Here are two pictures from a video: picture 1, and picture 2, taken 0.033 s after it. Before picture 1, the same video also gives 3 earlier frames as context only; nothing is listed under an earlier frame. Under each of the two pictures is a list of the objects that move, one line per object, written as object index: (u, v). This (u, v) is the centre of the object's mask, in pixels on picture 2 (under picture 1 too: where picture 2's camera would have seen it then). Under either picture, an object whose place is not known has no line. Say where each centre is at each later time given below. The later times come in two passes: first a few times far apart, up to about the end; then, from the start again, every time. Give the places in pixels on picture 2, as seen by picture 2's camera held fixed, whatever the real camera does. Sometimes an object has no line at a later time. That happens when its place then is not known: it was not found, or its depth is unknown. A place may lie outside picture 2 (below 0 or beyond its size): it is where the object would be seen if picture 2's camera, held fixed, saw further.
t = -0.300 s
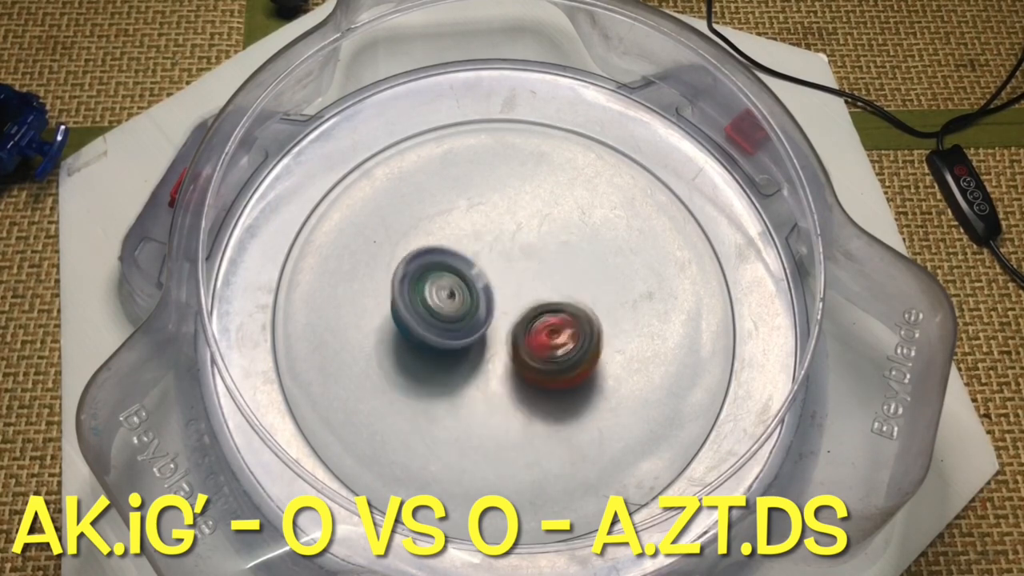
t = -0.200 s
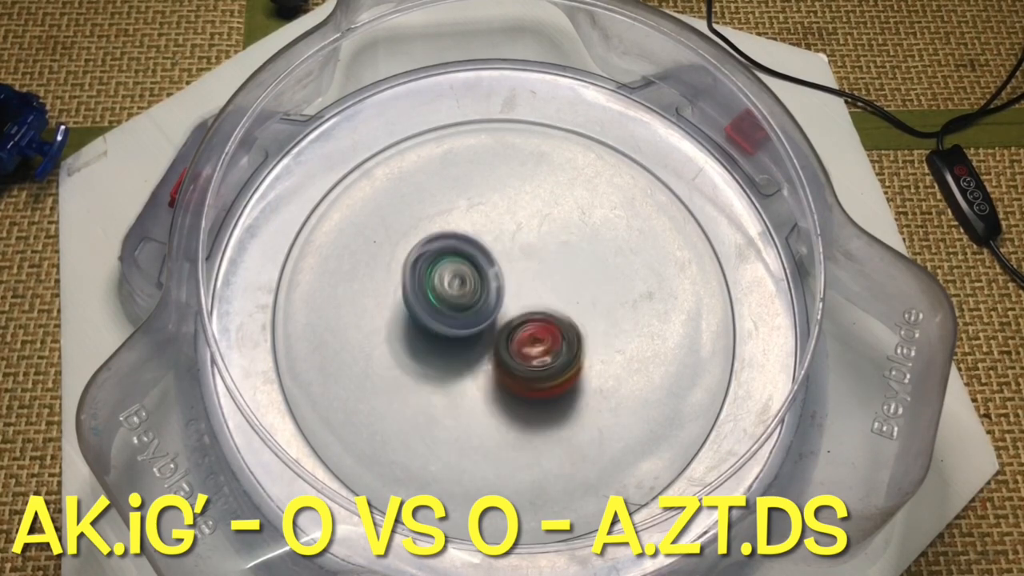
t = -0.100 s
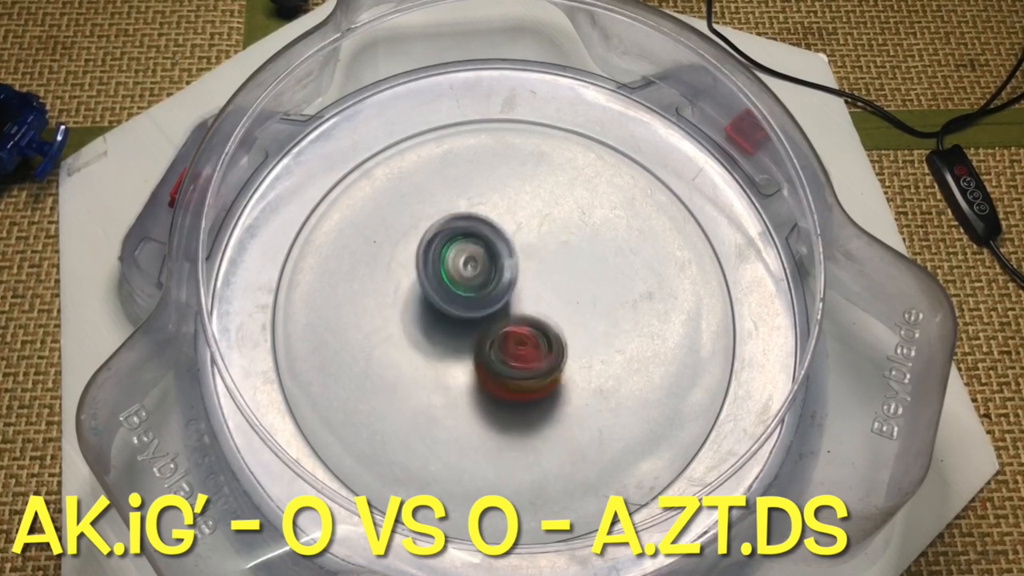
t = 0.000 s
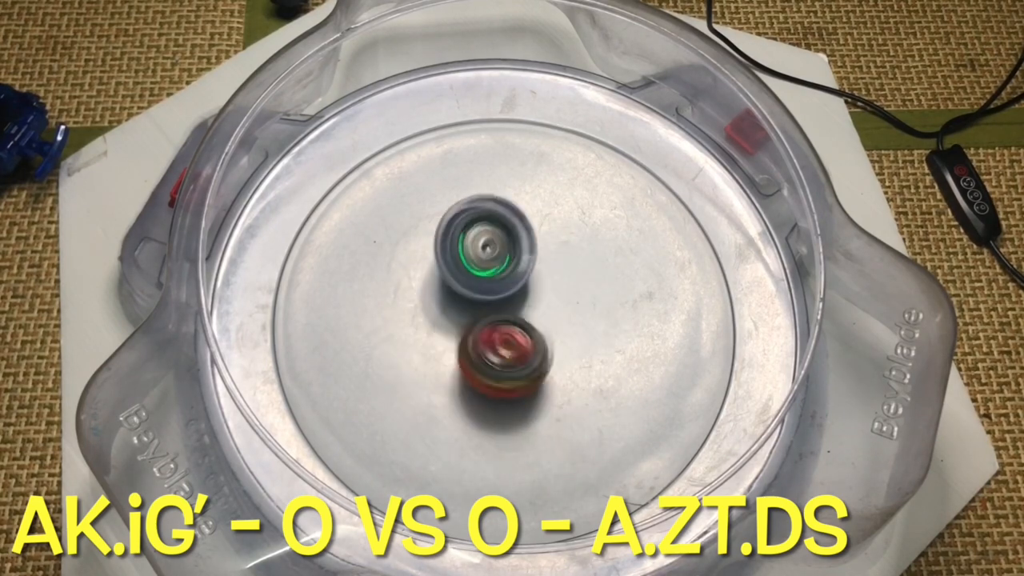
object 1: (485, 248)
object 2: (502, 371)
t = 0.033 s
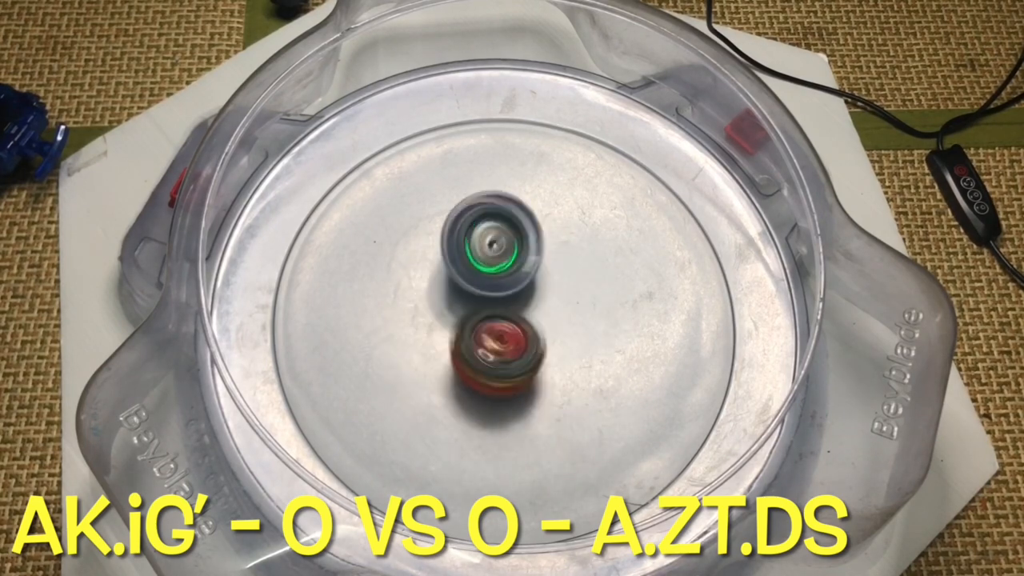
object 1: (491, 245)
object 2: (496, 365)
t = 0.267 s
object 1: (547, 238)
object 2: (473, 332)
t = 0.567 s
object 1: (608, 286)
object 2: (478, 299)
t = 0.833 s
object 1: (592, 357)
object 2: (483, 298)
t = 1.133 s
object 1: (480, 410)
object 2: (456, 305)
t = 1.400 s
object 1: (398, 368)
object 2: (466, 312)
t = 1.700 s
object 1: (447, 342)
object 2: (534, 333)
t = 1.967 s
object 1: (414, 264)
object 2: (593, 402)
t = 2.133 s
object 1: (429, 248)
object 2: (576, 403)
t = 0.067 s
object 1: (498, 243)
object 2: (491, 361)
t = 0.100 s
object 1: (506, 240)
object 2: (486, 355)
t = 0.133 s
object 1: (514, 237)
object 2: (483, 352)
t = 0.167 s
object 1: (522, 235)
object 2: (479, 347)
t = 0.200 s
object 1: (529, 236)
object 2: (477, 340)
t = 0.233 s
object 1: (538, 237)
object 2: (474, 335)
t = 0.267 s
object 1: (547, 238)
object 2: (473, 332)
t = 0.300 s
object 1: (555, 240)
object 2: (473, 326)
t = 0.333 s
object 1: (562, 244)
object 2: (473, 319)
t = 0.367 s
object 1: (567, 249)
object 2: (476, 314)
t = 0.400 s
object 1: (575, 255)
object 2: (475, 310)
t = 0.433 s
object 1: (587, 260)
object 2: (470, 308)
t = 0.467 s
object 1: (596, 267)
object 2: (468, 304)
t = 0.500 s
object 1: (602, 274)
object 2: (470, 300)
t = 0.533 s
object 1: (606, 280)
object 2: (475, 299)
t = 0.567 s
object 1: (608, 286)
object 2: (478, 299)
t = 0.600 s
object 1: (609, 293)
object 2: (479, 298)
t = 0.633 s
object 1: (608, 299)
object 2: (482, 299)
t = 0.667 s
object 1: (605, 305)
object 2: (487, 300)
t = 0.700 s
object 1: (601, 311)
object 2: (495, 302)
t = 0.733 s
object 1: (595, 317)
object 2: (500, 305)
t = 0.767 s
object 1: (591, 327)
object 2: (499, 306)
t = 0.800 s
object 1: (593, 342)
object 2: (493, 301)
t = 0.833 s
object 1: (592, 357)
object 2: (483, 298)
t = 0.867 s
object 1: (587, 370)
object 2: (477, 293)
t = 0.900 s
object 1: (580, 380)
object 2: (473, 294)
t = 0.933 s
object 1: (570, 388)
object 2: (470, 296)
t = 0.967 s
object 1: (558, 397)
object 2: (469, 297)
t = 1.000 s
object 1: (545, 401)
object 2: (468, 300)
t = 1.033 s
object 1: (529, 407)
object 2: (465, 302)
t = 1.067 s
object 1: (513, 411)
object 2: (461, 304)
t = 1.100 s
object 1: (497, 411)
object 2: (457, 304)
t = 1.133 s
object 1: (480, 410)
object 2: (456, 305)
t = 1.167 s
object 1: (463, 409)
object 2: (458, 305)
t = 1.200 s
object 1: (447, 405)
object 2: (457, 304)
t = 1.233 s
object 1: (433, 401)
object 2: (457, 304)
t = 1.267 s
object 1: (420, 394)
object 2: (457, 304)
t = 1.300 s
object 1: (410, 389)
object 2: (460, 305)
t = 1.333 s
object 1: (404, 382)
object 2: (464, 310)
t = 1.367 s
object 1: (401, 373)
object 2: (465, 311)
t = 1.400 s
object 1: (398, 368)
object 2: (466, 312)
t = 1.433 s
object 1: (391, 369)
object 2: (474, 312)
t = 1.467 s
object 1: (389, 369)
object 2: (483, 310)
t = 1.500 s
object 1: (390, 367)
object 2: (494, 311)
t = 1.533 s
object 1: (395, 364)
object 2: (503, 311)
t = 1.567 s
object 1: (401, 360)
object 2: (512, 314)
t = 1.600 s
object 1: (411, 355)
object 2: (517, 317)
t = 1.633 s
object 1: (421, 351)
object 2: (523, 323)
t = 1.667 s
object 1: (436, 346)
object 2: (528, 326)
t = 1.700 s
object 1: (447, 342)
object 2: (534, 333)
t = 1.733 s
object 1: (450, 336)
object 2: (543, 344)
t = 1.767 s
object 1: (441, 324)
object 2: (561, 355)
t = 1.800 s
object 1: (434, 312)
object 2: (575, 367)
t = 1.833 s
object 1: (428, 301)
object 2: (585, 379)
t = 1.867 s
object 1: (423, 290)
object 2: (589, 387)
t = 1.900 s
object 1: (418, 280)
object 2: (592, 396)
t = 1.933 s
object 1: (416, 270)
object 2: (593, 404)
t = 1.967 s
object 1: (414, 264)
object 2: (593, 402)
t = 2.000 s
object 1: (414, 256)
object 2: (593, 402)
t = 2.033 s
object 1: (415, 251)
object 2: (591, 403)
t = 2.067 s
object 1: (419, 248)
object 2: (586, 403)
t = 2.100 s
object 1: (424, 247)
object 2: (582, 403)
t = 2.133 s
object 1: (429, 248)
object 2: (576, 403)
